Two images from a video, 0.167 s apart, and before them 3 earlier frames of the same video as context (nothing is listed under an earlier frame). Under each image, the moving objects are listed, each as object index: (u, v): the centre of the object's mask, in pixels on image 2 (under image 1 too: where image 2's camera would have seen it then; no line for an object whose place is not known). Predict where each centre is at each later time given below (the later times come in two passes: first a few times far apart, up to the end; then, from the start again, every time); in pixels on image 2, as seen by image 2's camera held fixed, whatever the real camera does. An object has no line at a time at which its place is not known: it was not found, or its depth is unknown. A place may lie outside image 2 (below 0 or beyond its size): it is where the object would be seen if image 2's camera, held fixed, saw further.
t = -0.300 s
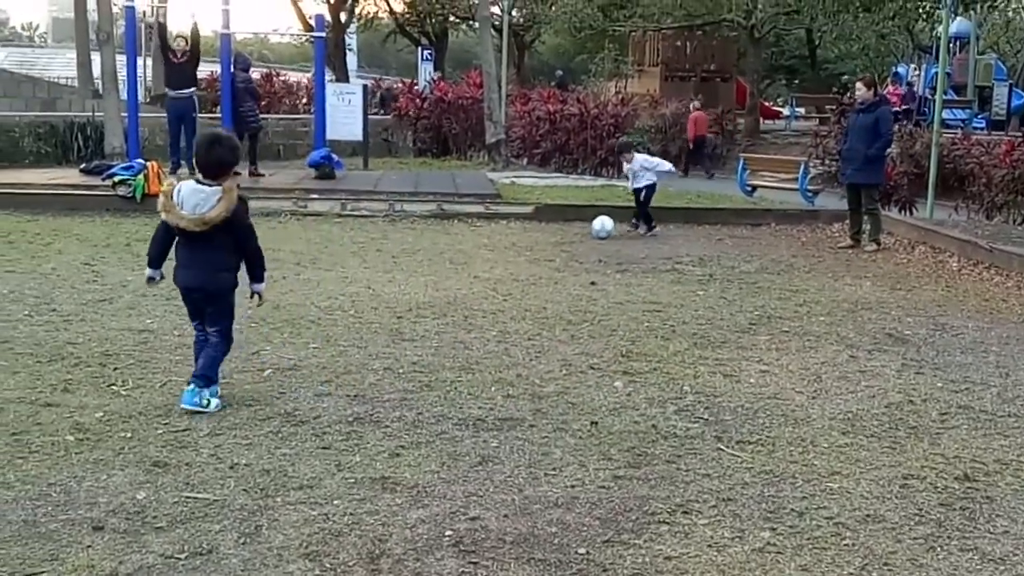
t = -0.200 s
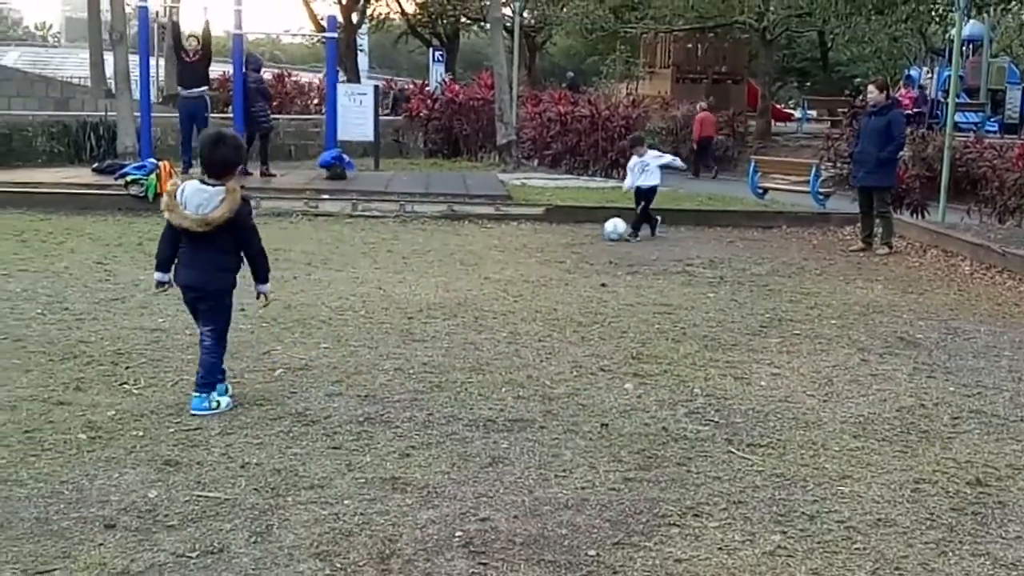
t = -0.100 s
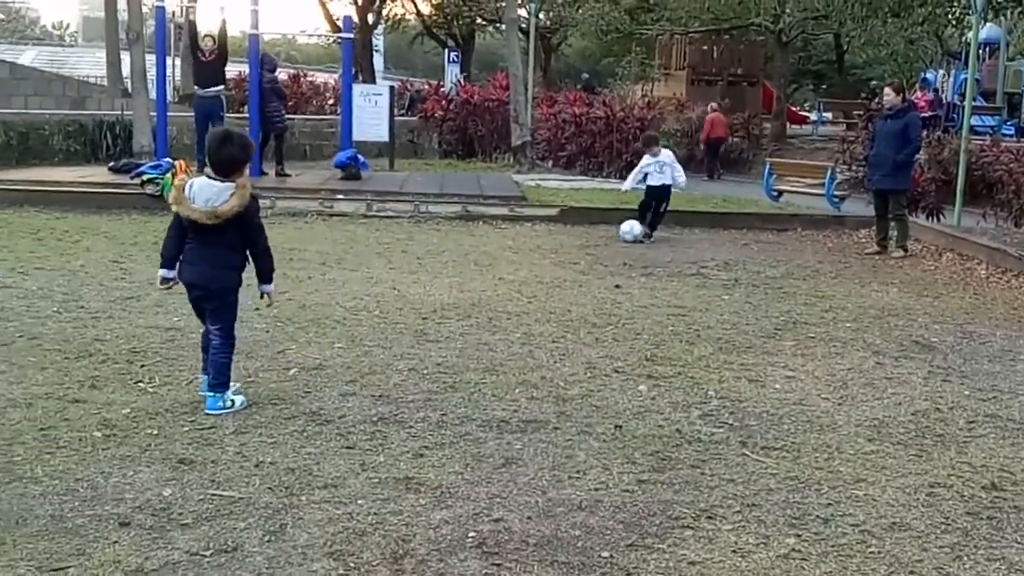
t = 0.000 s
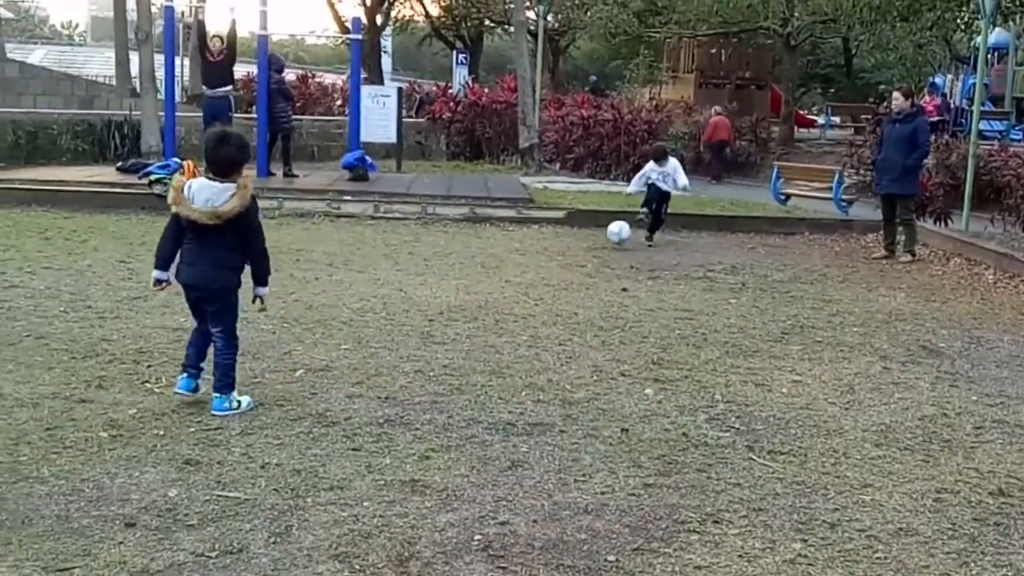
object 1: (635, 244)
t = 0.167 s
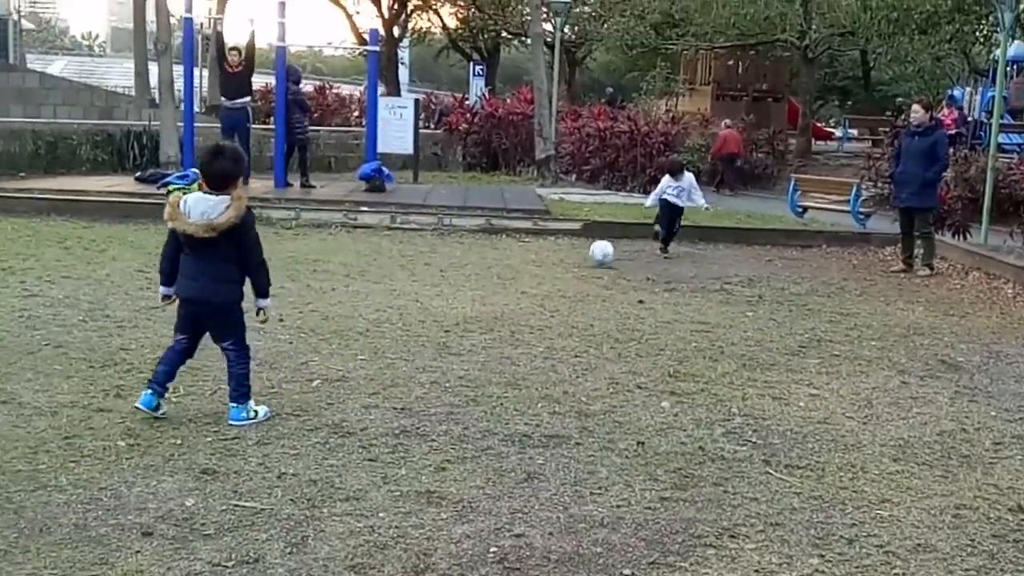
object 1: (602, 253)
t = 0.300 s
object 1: (578, 257)
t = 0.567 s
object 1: (534, 263)
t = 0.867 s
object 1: (487, 271)
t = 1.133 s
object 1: (444, 276)
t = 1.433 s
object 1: (395, 284)
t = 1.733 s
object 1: (346, 293)
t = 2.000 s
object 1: (302, 298)
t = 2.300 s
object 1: (252, 306)
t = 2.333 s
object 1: (245, 307)
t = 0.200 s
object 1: (596, 253)
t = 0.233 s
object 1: (590, 255)
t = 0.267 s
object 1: (584, 258)
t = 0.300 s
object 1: (578, 257)
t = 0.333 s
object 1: (573, 256)
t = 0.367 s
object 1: (567, 256)
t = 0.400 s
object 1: (561, 257)
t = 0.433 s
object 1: (555, 260)
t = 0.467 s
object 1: (550, 262)
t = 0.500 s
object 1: (545, 264)
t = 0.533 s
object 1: (539, 262)
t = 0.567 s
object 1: (534, 263)
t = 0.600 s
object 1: (529, 265)
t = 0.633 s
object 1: (524, 266)
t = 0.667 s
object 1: (519, 266)
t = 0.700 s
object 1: (513, 267)
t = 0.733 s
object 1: (508, 269)
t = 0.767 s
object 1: (504, 269)
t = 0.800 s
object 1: (498, 269)
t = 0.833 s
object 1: (492, 271)
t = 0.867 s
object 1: (487, 271)
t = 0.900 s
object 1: (482, 270)
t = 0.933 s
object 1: (477, 270)
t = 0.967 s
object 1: (471, 272)
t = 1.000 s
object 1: (466, 274)
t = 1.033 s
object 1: (461, 274)
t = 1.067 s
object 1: (456, 275)
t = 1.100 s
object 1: (450, 276)
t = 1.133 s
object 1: (444, 276)
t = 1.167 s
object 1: (439, 278)
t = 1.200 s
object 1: (434, 278)
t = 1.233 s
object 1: (427, 279)
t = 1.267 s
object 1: (422, 280)
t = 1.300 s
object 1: (417, 280)
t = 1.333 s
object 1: (411, 280)
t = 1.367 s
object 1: (406, 282)
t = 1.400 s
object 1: (400, 283)
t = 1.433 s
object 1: (395, 284)
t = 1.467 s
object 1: (390, 284)
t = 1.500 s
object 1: (384, 286)
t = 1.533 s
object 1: (379, 286)
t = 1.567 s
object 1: (373, 285)
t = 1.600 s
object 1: (367, 287)
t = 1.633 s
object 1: (362, 290)
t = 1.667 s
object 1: (357, 291)
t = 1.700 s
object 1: (352, 291)
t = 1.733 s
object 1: (346, 293)
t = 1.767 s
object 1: (340, 293)
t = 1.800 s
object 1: (335, 293)
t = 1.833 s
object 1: (330, 295)
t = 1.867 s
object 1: (324, 295)
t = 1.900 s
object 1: (318, 295)
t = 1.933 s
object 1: (313, 298)
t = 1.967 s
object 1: (307, 297)
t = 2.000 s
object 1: (302, 298)
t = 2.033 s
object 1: (297, 300)
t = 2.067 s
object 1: (292, 300)
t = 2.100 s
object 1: (286, 300)
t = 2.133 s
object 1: (281, 303)
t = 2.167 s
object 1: (275, 303)
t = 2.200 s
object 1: (269, 304)
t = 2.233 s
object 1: (263, 306)
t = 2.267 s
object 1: (258, 306)
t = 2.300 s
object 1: (252, 306)
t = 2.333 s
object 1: (245, 307)
